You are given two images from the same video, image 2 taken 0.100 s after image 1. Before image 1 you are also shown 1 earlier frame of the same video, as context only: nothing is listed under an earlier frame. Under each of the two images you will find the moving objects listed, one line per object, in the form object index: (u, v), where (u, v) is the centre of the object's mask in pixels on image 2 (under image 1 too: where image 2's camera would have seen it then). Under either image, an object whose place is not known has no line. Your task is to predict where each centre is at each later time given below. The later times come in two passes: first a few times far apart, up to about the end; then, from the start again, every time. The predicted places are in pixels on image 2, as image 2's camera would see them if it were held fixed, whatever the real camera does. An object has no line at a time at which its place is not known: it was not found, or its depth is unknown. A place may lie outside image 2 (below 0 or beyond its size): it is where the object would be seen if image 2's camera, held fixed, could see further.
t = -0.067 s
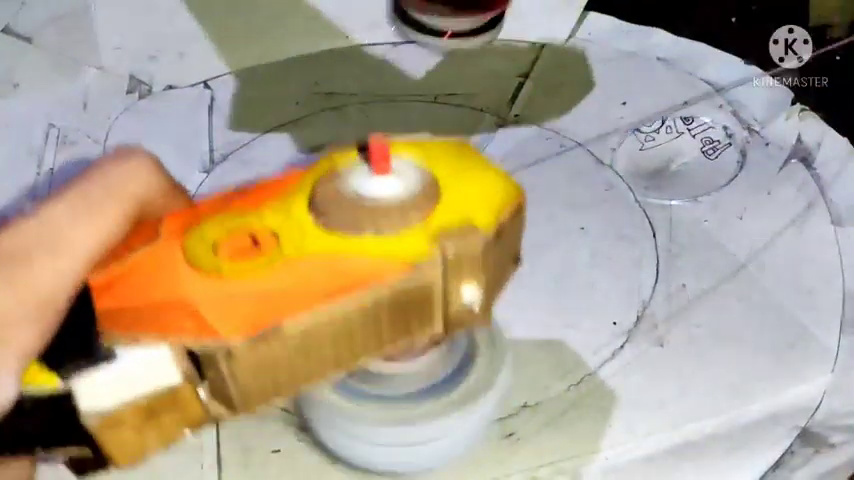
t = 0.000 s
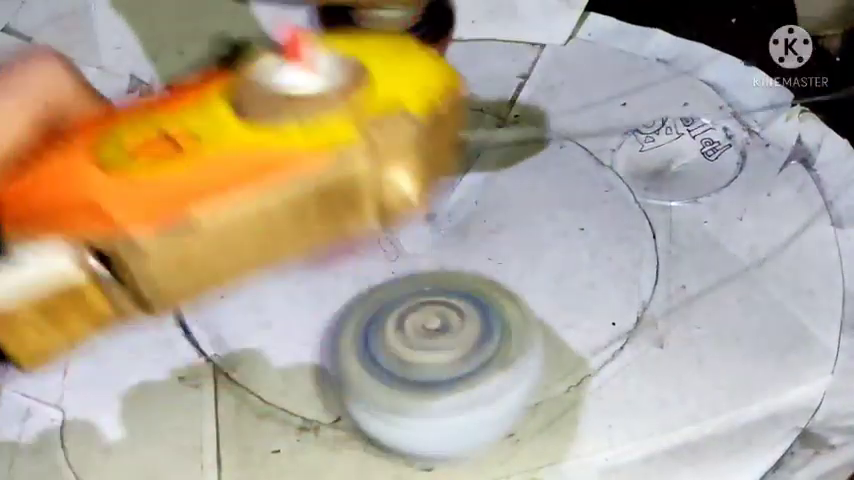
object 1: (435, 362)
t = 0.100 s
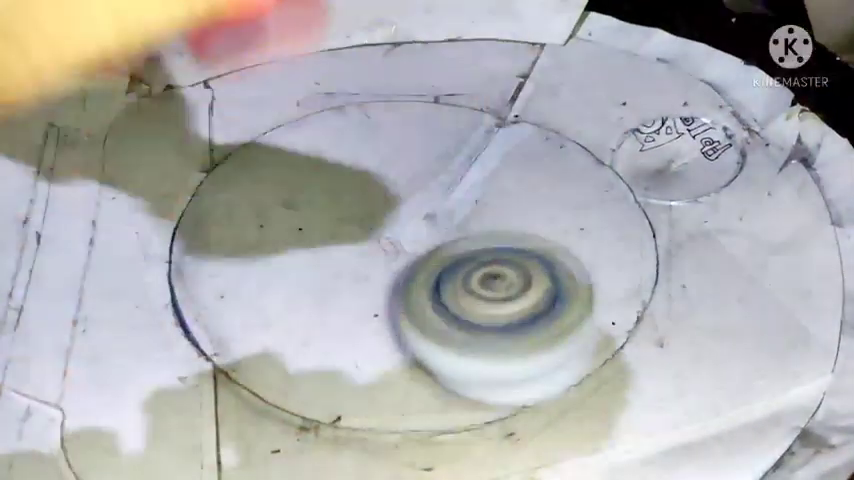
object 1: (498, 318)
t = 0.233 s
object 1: (582, 246)
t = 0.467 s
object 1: (653, 133)
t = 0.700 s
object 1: (681, 125)
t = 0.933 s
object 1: (546, 88)
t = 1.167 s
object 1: (479, 67)
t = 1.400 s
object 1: (495, 60)
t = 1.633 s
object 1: (397, 44)
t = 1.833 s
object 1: (309, 66)
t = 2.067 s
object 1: (181, 81)
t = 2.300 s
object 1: (236, 75)
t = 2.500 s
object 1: (229, 154)
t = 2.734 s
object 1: (220, 215)
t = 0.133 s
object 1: (526, 301)
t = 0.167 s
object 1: (547, 280)
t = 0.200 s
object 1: (569, 262)
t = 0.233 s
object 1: (582, 246)
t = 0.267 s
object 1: (597, 231)
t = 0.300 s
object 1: (612, 218)
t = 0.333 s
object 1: (623, 203)
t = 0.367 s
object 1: (632, 186)
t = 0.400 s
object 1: (645, 167)
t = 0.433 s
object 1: (653, 149)
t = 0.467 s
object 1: (653, 133)
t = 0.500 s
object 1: (652, 119)
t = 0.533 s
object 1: (667, 100)
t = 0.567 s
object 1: (683, 94)
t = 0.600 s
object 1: (700, 90)
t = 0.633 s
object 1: (703, 106)
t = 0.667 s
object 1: (706, 138)
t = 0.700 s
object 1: (681, 125)
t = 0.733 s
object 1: (659, 127)
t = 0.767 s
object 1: (633, 121)
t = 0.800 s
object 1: (625, 107)
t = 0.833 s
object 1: (607, 92)
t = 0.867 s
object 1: (588, 91)
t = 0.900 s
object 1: (570, 91)
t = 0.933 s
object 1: (546, 88)
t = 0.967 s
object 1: (528, 84)
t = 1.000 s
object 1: (507, 78)
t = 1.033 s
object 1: (484, 72)
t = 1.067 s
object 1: (483, 60)
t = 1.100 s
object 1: (481, 63)
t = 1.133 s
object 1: (480, 64)
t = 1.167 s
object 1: (479, 67)
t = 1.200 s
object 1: (484, 61)
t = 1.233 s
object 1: (487, 62)
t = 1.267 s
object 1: (489, 60)
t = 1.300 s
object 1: (490, 62)
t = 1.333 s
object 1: (495, 64)
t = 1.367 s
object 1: (497, 63)
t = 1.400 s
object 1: (495, 60)
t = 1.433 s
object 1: (486, 58)
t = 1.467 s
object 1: (474, 58)
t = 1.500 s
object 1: (458, 58)
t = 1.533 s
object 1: (444, 57)
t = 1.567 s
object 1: (430, 53)
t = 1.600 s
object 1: (414, 48)
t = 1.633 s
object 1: (397, 44)
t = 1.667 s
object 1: (376, 42)
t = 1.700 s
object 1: (352, 42)
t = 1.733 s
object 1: (332, 46)
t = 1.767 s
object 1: (320, 54)
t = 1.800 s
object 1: (315, 63)
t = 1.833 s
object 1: (309, 66)
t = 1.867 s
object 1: (295, 72)
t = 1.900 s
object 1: (275, 75)
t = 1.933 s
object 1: (247, 79)
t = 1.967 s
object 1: (219, 82)
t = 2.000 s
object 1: (199, 83)
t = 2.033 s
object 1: (187, 84)
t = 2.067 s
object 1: (181, 81)
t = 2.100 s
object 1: (184, 77)
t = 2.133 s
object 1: (191, 73)
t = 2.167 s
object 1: (195, 69)
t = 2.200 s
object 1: (205, 64)
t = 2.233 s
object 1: (219, 63)
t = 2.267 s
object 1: (228, 65)
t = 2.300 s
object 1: (236, 75)
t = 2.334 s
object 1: (245, 88)
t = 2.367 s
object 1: (246, 100)
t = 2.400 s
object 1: (242, 109)
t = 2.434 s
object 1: (234, 120)
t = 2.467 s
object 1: (228, 136)
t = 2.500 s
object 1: (229, 154)
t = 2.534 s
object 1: (238, 168)
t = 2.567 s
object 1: (244, 180)
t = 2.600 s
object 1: (250, 187)
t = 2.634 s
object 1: (250, 193)
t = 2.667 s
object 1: (236, 196)
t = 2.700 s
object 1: (226, 202)
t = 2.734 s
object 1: (220, 215)
